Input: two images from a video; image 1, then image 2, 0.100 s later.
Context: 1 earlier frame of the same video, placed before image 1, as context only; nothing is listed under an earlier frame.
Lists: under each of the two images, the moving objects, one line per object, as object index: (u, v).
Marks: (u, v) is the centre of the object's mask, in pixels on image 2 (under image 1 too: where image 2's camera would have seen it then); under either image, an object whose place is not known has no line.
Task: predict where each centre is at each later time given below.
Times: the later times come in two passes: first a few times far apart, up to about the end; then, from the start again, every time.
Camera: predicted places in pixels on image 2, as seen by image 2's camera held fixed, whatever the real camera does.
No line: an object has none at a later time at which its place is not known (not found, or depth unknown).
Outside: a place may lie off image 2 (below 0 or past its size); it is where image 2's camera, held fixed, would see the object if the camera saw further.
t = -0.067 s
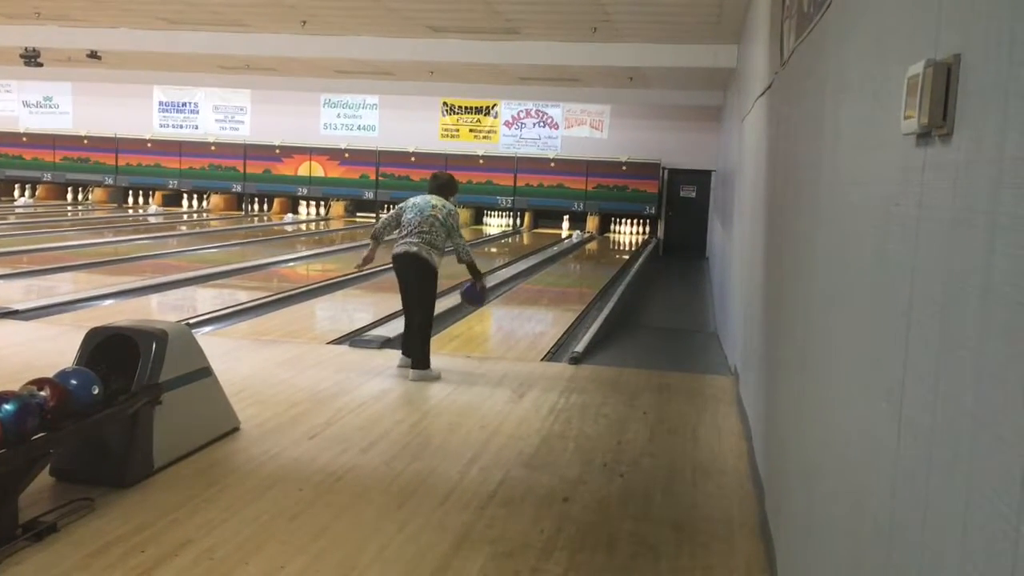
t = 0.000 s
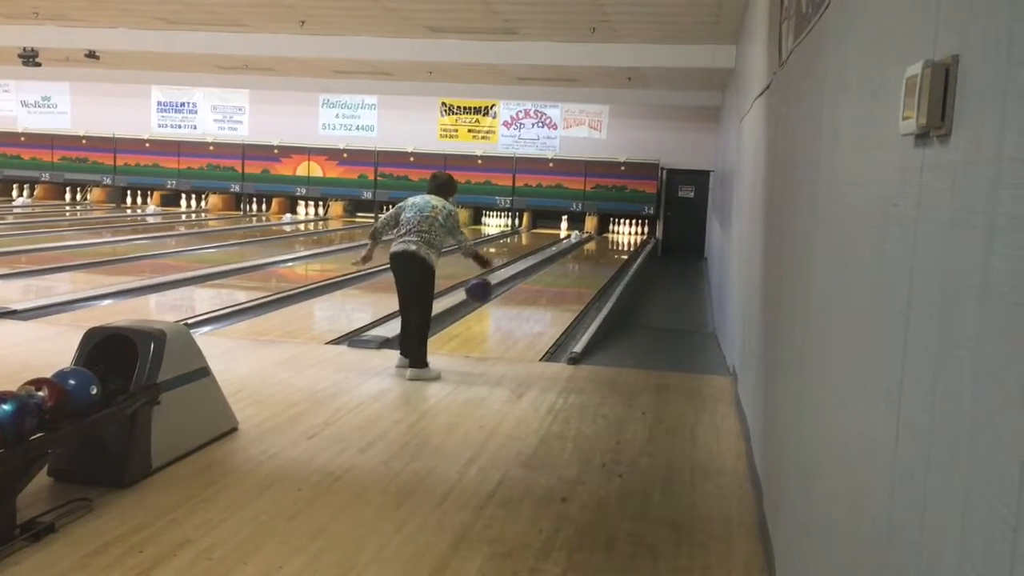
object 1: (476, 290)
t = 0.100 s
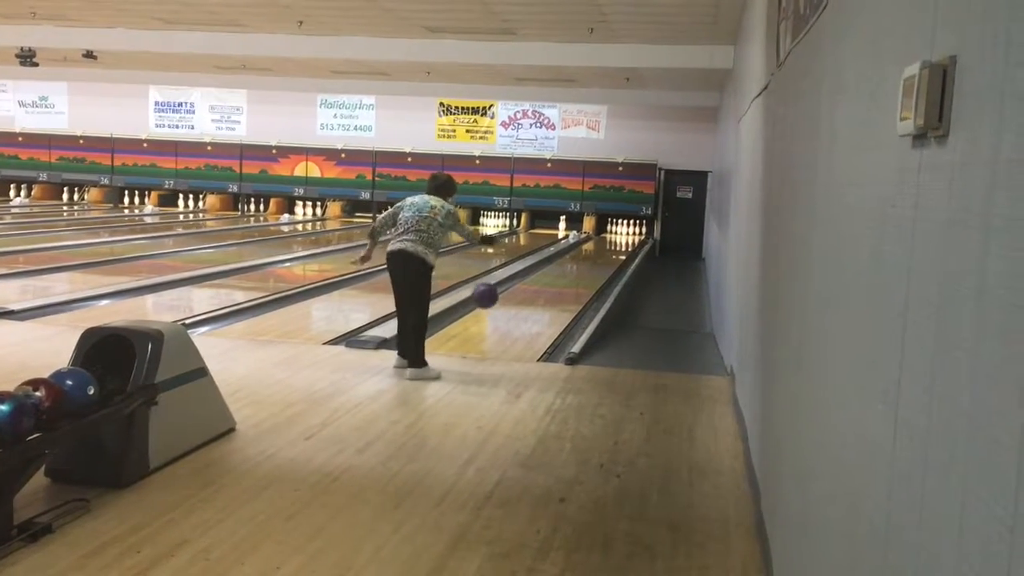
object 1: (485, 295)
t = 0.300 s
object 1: (498, 330)
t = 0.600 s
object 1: (518, 317)
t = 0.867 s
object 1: (532, 306)
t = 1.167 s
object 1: (545, 296)
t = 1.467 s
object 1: (556, 288)
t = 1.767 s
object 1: (565, 281)
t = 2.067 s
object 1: (574, 275)
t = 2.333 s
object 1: (580, 270)
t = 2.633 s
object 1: (585, 265)
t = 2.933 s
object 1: (590, 262)
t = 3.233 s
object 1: (594, 257)
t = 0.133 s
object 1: (487, 299)
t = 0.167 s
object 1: (489, 305)
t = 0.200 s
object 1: (492, 312)
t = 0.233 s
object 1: (494, 319)
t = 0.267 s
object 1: (496, 328)
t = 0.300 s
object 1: (498, 330)
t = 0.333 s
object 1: (501, 328)
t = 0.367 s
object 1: (503, 326)
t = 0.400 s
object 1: (505, 326)
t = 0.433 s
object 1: (507, 324)
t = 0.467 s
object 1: (509, 322)
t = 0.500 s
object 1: (511, 321)
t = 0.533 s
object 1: (514, 320)
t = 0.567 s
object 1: (516, 318)
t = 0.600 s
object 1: (518, 317)
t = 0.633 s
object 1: (520, 315)
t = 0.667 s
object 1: (521, 314)
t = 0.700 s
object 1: (523, 313)
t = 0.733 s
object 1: (525, 311)
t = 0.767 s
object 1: (527, 310)
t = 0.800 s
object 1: (529, 309)
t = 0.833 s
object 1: (530, 307)
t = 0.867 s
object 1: (532, 306)
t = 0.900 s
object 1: (534, 305)
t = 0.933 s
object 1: (535, 304)
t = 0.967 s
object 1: (537, 303)
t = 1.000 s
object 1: (538, 302)
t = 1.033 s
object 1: (540, 300)
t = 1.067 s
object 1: (541, 299)
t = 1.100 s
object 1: (542, 298)
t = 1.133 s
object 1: (544, 297)
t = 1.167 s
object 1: (545, 296)
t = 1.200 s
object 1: (546, 295)
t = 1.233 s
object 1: (548, 294)
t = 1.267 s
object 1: (549, 293)
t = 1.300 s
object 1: (550, 293)
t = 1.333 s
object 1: (552, 292)
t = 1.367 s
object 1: (553, 291)
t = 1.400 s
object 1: (554, 289)
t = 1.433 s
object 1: (555, 289)
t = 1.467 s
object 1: (556, 288)
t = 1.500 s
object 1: (558, 287)
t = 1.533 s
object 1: (559, 286)
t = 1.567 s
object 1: (559, 285)
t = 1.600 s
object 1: (560, 285)
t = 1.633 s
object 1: (561, 284)
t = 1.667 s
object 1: (562, 284)
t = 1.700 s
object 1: (564, 282)
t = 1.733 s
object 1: (564, 282)
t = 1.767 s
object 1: (565, 281)
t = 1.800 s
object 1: (566, 280)
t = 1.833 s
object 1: (567, 279)
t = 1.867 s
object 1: (568, 279)
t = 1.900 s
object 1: (569, 278)
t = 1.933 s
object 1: (570, 277)
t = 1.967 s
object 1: (572, 276)
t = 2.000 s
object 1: (572, 276)
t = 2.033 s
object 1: (573, 275)
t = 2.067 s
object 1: (574, 275)
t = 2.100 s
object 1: (575, 274)
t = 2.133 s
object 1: (575, 274)
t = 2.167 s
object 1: (576, 274)
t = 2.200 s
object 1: (577, 273)
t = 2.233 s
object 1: (578, 272)
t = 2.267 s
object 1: (578, 272)
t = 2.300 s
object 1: (579, 271)
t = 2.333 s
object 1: (580, 270)
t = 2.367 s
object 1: (581, 270)
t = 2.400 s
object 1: (581, 269)
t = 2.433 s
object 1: (582, 269)
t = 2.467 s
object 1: (582, 269)
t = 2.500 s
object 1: (583, 268)
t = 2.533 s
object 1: (584, 267)
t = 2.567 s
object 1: (584, 266)
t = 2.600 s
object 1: (584, 266)
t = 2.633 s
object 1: (585, 265)
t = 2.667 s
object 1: (585, 265)
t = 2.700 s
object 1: (587, 264)
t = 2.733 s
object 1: (587, 264)
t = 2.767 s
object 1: (587, 263)
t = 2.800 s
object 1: (588, 263)
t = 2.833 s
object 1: (589, 262)
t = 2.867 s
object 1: (589, 262)
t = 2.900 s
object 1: (590, 262)
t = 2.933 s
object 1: (590, 262)
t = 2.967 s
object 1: (591, 261)
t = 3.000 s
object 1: (591, 261)
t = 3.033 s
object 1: (592, 260)
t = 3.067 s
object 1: (592, 259)
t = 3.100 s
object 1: (593, 259)
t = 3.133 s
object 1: (593, 259)
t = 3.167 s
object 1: (593, 258)
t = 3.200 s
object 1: (593, 258)
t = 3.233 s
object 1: (594, 257)
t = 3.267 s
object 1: (594, 257)
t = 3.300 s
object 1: (595, 256)
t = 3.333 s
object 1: (595, 256)
